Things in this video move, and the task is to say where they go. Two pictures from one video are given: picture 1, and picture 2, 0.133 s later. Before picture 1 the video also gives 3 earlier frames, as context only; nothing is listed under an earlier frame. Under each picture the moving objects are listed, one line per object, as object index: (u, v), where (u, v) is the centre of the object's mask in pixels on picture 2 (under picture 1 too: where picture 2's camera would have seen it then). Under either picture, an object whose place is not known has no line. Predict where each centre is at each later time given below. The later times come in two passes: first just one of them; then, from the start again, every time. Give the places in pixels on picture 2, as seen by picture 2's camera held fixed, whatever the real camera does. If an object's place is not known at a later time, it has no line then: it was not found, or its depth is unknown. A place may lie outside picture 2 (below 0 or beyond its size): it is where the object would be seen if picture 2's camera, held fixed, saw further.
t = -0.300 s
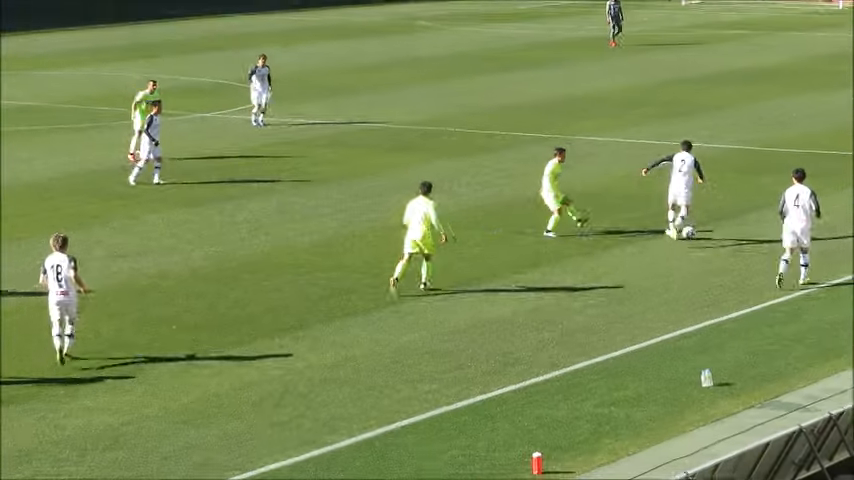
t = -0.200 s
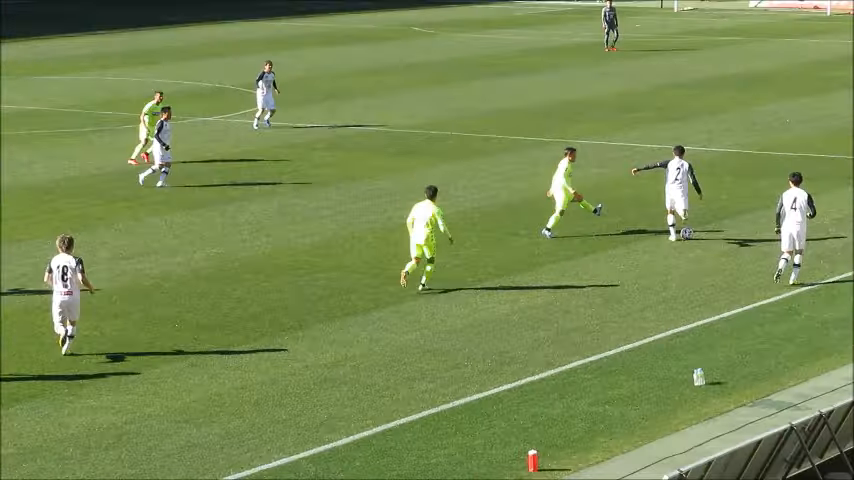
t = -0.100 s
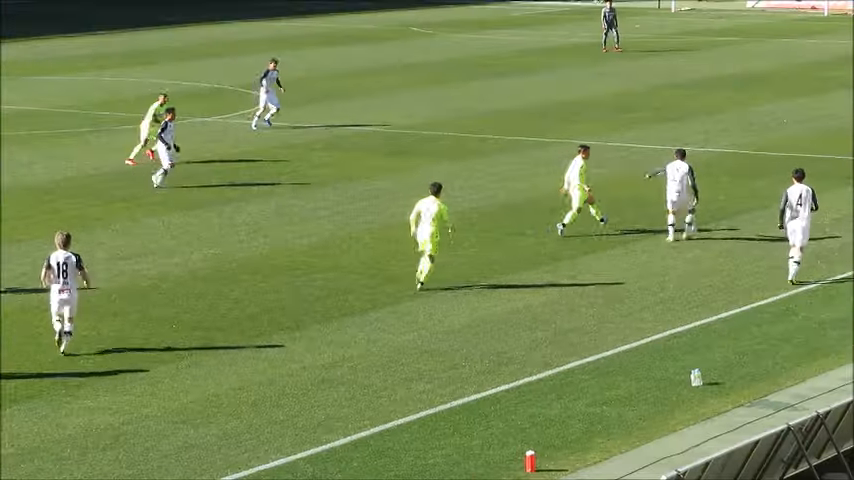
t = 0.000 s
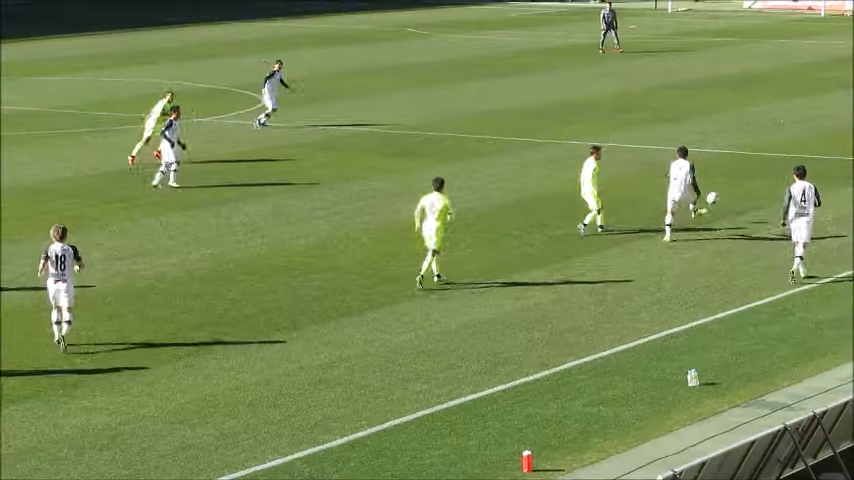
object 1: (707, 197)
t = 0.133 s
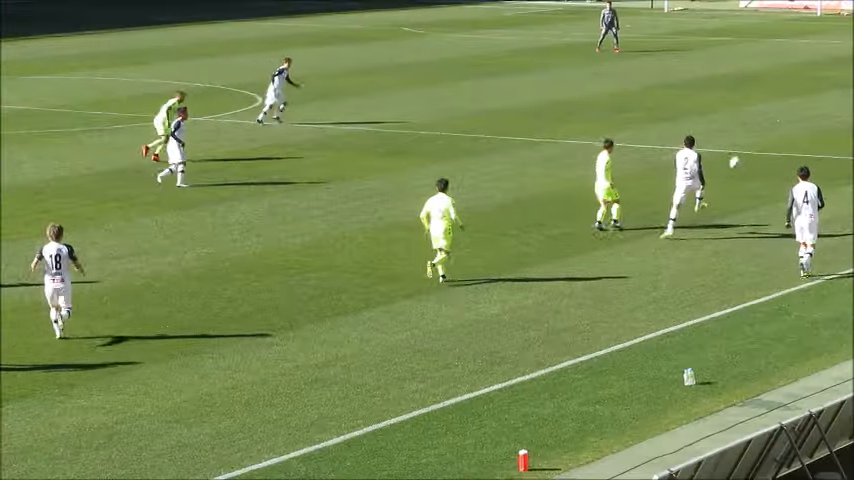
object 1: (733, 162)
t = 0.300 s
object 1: (757, 132)
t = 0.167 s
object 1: (739, 155)
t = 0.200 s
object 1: (744, 149)
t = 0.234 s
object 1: (748, 144)
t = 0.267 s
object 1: (753, 137)
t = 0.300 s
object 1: (757, 132)
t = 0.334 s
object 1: (762, 129)
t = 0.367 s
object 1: (763, 124)
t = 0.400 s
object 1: (766, 122)
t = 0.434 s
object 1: (765, 117)
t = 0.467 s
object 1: (767, 116)
